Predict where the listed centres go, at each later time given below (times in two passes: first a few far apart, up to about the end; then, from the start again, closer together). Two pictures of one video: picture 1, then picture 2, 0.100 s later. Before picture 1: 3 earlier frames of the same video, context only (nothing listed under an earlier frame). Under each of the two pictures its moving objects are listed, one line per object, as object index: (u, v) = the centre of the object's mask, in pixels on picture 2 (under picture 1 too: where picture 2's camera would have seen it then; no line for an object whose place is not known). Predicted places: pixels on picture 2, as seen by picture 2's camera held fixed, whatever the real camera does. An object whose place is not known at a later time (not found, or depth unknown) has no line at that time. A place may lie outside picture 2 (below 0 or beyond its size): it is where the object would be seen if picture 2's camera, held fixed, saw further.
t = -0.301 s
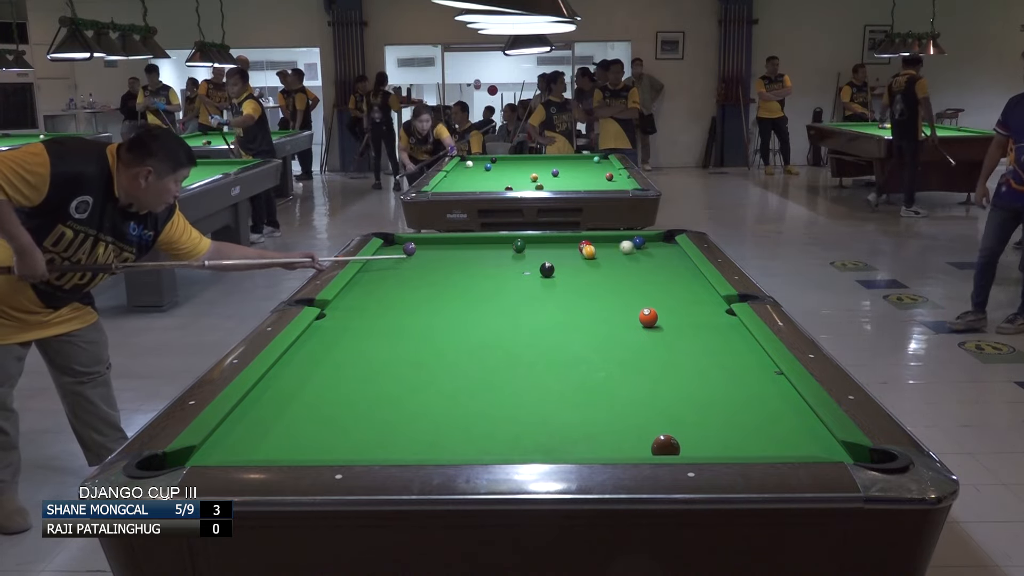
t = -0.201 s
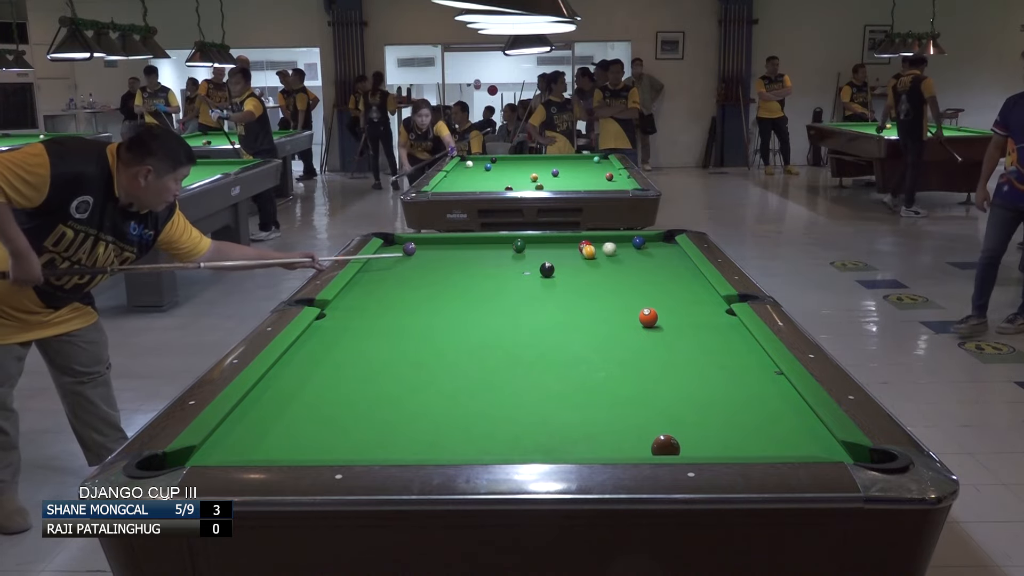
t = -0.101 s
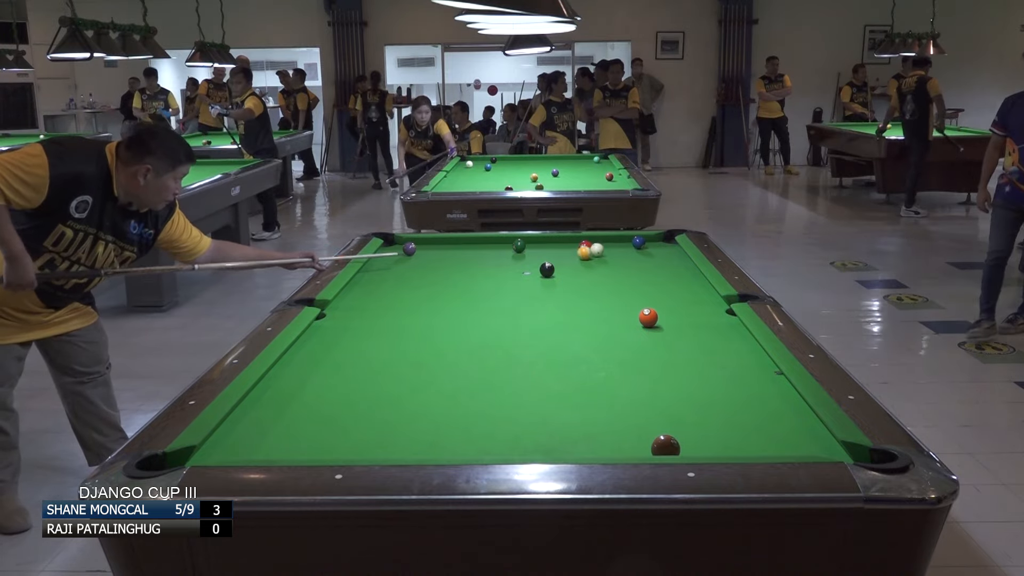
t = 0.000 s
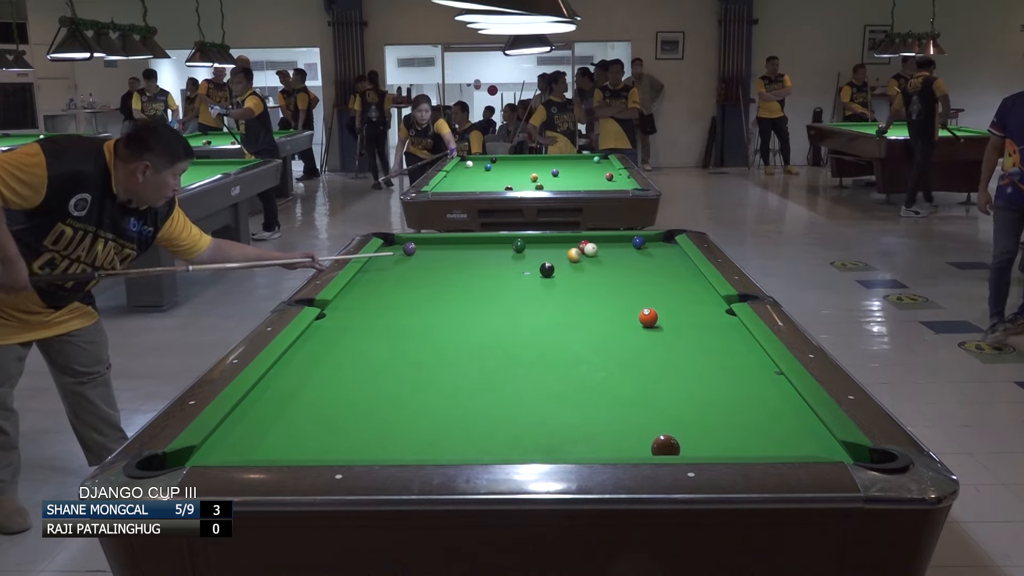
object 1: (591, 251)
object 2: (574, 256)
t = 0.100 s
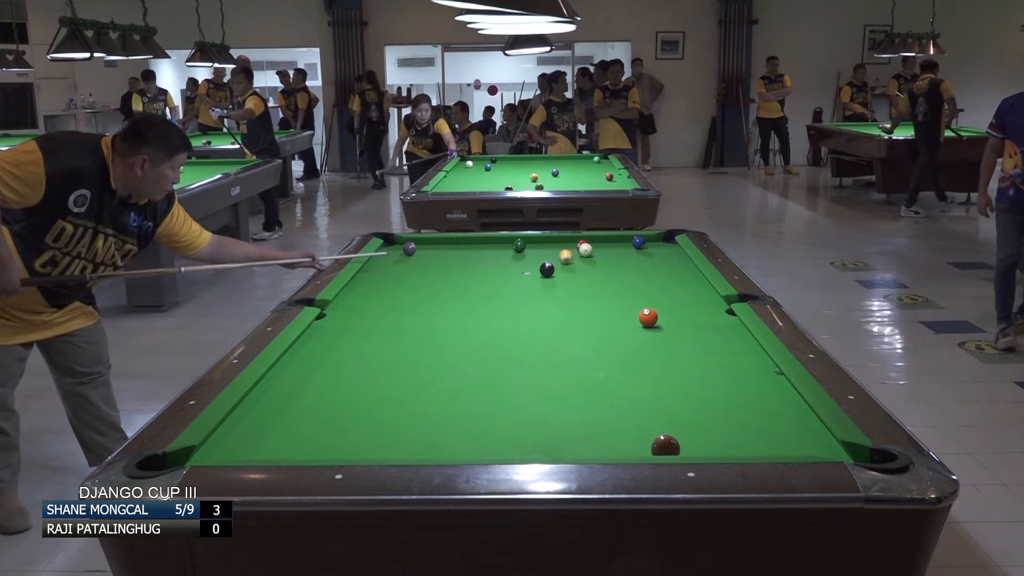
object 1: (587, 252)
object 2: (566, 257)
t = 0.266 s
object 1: (577, 250)
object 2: (553, 259)
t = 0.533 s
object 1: (565, 251)
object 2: (528, 265)
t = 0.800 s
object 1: (554, 252)
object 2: (506, 270)
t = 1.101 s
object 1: (542, 252)
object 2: (480, 275)
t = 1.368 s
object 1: (534, 253)
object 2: (457, 280)
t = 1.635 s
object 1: (526, 253)
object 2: (435, 285)
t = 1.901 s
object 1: (519, 254)
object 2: (413, 289)
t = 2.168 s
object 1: (514, 254)
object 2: (390, 294)
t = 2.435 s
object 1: (510, 254)
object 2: (369, 298)
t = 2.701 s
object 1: (507, 255)
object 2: (348, 302)
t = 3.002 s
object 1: (505, 255)
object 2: (326, 306)
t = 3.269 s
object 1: (505, 255)
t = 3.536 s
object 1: (505, 255)
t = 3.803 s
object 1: (504, 255)
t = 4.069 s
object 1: (504, 255)
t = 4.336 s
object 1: (504, 255)
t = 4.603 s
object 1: (504, 255)
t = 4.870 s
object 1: (504, 255)
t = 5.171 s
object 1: (504, 255)
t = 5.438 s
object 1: (504, 255)
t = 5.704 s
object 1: (504, 255)
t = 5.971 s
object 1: (504, 255)
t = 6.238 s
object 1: (504, 255)
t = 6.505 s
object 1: (504, 255)
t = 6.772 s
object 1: (504, 255)
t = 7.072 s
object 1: (504, 255)
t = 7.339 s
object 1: (504, 255)
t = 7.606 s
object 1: (504, 255)
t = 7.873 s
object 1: (504, 255)
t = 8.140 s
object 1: (504, 255)
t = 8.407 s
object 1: (504, 255)
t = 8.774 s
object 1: (504, 255)
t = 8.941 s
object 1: (504, 255)
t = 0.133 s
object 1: (584, 250)
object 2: (563, 258)
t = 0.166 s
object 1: (582, 250)
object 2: (560, 258)
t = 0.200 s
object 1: (581, 250)
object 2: (557, 259)
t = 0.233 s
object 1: (579, 250)
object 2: (555, 259)
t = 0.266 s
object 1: (577, 250)
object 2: (553, 259)
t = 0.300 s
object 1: (576, 250)
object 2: (549, 258)
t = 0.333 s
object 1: (574, 251)
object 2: (546, 259)
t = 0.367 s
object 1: (573, 251)
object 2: (542, 260)
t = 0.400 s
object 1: (571, 251)
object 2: (539, 261)
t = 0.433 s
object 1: (569, 251)
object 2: (537, 263)
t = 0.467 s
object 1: (568, 251)
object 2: (534, 264)
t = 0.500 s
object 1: (567, 251)
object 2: (532, 265)
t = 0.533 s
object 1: (565, 251)
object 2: (528, 265)
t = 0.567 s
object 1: (564, 251)
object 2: (526, 266)
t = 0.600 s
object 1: (562, 251)
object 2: (523, 266)
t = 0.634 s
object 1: (561, 251)
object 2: (520, 267)
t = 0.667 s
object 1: (559, 251)
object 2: (517, 268)
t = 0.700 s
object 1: (558, 251)
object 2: (514, 268)
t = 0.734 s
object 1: (557, 251)
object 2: (511, 269)
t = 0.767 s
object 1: (555, 251)
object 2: (509, 269)
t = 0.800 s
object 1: (554, 252)
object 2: (506, 270)
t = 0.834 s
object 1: (552, 252)
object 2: (503, 270)
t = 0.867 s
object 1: (551, 252)
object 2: (500, 271)
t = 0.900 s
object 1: (550, 252)
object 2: (497, 272)
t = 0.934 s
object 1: (549, 252)
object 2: (494, 272)
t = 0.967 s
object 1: (548, 252)
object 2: (491, 273)
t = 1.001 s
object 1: (546, 252)
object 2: (489, 274)
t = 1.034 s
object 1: (545, 252)
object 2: (486, 274)
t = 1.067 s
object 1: (544, 252)
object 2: (483, 275)
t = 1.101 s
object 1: (542, 252)
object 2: (480, 275)
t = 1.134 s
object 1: (541, 252)
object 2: (477, 276)
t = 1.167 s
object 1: (540, 252)
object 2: (474, 276)
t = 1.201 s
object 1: (539, 253)
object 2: (471, 277)
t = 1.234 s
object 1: (538, 253)
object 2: (469, 278)
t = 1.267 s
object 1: (537, 253)
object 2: (466, 278)
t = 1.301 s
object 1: (536, 253)
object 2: (463, 279)
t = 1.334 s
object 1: (535, 253)
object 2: (460, 279)
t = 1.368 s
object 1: (534, 253)
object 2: (457, 280)
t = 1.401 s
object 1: (533, 253)
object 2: (455, 281)
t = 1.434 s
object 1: (532, 253)
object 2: (452, 281)
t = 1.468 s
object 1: (531, 253)
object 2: (449, 282)
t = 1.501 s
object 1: (530, 253)
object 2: (446, 282)
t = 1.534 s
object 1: (529, 253)
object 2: (443, 283)
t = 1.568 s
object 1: (528, 253)
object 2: (440, 284)
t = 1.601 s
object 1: (527, 253)
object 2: (438, 284)
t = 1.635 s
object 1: (526, 253)
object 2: (435, 285)
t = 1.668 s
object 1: (525, 253)
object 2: (432, 286)
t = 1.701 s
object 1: (524, 253)
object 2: (429, 286)
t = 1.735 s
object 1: (523, 253)
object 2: (427, 287)
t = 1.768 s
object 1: (523, 253)
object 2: (424, 287)
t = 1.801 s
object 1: (522, 253)
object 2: (421, 288)
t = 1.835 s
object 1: (521, 254)
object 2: (418, 288)
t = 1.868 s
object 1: (520, 254)
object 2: (416, 289)
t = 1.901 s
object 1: (519, 254)
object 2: (413, 289)
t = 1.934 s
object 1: (518, 254)
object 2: (410, 290)
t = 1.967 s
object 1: (518, 254)
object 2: (407, 290)
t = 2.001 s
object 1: (517, 254)
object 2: (404, 291)
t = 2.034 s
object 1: (516, 254)
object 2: (401, 291)
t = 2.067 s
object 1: (516, 254)
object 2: (399, 292)
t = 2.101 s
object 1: (515, 254)
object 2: (396, 292)
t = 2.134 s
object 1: (515, 254)
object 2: (393, 293)
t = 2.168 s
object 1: (514, 254)
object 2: (390, 294)
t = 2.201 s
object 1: (513, 254)
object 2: (388, 294)
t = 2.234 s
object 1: (513, 254)
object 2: (385, 295)
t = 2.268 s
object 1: (512, 254)
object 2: (383, 295)
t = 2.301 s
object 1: (512, 254)
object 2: (380, 296)
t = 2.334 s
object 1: (511, 254)
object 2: (377, 296)
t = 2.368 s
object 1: (511, 254)
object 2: (374, 297)
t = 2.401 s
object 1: (510, 254)
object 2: (372, 297)
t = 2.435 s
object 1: (510, 254)
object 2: (369, 298)
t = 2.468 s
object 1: (509, 254)
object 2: (366, 299)
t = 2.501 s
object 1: (509, 254)
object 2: (364, 299)
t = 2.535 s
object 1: (509, 254)
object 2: (361, 300)
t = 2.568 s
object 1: (508, 254)
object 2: (358, 300)
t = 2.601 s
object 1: (508, 254)
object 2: (356, 301)
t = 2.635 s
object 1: (508, 254)
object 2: (353, 301)
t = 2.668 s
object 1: (507, 255)
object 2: (351, 302)
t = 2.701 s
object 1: (507, 255)
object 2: (348, 302)
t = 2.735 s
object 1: (507, 255)
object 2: (345, 303)
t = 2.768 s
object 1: (506, 255)
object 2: (343, 303)
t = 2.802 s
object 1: (506, 255)
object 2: (340, 304)
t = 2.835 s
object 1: (506, 255)
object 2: (338, 304)
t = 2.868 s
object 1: (506, 255)
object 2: (335, 305)
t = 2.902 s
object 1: (506, 255)
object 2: (333, 305)
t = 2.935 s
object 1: (506, 255)
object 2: (330, 306)
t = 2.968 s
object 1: (505, 255)
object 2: (328, 306)
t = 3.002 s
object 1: (505, 255)
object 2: (326, 306)
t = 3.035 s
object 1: (505, 255)
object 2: (324, 307)
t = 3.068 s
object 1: (505, 255)
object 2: (321, 309)
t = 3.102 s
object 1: (505, 255)
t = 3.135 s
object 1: (505, 255)
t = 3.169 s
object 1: (505, 255)
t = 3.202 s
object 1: (505, 255)
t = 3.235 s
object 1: (505, 255)
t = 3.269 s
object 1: (505, 255)
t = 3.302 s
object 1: (505, 255)
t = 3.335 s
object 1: (505, 255)
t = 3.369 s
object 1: (504, 255)
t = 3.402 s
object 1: (504, 255)
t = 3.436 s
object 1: (504, 255)
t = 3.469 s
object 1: (505, 255)
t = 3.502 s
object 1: (504, 255)
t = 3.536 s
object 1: (505, 255)
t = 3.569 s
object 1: (504, 255)
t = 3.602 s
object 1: (504, 255)
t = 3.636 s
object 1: (504, 255)
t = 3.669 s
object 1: (504, 255)
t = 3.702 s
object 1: (504, 255)
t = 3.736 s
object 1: (504, 255)
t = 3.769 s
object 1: (504, 255)
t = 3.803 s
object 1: (504, 255)
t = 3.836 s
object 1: (505, 255)
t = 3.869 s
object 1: (504, 255)
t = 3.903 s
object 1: (505, 255)
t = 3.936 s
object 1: (504, 255)
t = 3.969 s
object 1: (504, 255)
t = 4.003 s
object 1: (504, 255)
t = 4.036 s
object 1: (505, 255)
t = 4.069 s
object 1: (504, 255)
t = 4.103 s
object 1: (504, 255)
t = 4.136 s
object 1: (504, 255)
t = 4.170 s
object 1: (504, 255)
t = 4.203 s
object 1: (504, 255)
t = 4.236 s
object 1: (504, 255)
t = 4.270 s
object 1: (504, 255)
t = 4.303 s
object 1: (504, 255)
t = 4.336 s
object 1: (504, 255)
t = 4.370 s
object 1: (504, 255)
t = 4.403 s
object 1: (504, 255)
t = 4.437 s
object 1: (504, 255)
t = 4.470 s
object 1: (504, 255)
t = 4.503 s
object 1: (504, 255)
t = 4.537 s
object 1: (504, 255)
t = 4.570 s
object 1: (504, 255)
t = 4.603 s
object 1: (504, 255)
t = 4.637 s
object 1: (504, 255)
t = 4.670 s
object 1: (504, 255)
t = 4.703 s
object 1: (504, 255)
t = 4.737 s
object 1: (504, 255)
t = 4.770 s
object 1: (504, 255)
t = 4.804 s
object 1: (504, 255)
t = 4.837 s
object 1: (504, 255)
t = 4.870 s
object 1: (504, 255)
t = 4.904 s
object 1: (504, 255)
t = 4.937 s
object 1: (504, 255)
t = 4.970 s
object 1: (504, 255)
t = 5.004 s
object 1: (504, 255)
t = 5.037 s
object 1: (504, 255)
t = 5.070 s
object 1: (504, 255)
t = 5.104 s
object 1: (504, 255)
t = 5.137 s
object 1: (504, 255)
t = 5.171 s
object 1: (504, 255)
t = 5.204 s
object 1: (504, 255)
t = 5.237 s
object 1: (504, 255)
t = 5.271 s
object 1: (504, 255)
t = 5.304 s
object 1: (504, 255)
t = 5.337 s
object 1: (504, 255)
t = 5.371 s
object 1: (504, 255)
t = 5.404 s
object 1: (504, 255)
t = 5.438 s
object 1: (504, 255)
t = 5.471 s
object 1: (504, 255)
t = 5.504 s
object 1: (504, 255)
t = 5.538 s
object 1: (504, 255)
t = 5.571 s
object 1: (504, 255)
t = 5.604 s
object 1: (504, 255)
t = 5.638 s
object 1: (504, 255)
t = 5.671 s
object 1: (504, 255)
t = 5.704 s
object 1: (504, 255)
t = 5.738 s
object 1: (504, 255)
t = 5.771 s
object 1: (504, 255)
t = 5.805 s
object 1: (504, 255)
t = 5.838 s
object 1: (504, 255)
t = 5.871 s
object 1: (504, 255)
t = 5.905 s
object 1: (504, 255)
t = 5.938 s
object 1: (504, 255)
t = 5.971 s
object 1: (504, 255)
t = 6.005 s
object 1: (505, 255)
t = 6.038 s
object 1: (504, 255)
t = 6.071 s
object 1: (504, 255)
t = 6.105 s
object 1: (504, 255)
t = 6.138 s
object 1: (504, 255)
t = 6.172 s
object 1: (504, 255)
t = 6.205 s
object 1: (504, 255)
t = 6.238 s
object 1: (504, 255)
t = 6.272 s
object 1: (504, 255)
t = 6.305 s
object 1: (504, 255)
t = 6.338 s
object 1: (504, 255)
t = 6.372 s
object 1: (504, 255)
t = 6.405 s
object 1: (504, 255)
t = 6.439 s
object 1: (504, 255)
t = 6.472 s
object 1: (504, 255)
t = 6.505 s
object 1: (504, 255)
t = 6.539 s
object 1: (504, 255)
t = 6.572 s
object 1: (504, 255)
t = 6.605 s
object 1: (504, 255)
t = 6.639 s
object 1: (504, 255)
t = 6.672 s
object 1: (504, 255)
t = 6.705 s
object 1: (504, 255)
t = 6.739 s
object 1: (504, 255)
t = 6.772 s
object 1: (504, 255)
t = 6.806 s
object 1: (504, 255)
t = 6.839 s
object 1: (504, 255)
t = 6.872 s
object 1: (504, 255)
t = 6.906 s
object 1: (504, 255)
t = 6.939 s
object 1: (504, 255)
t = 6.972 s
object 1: (504, 255)
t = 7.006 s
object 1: (504, 255)
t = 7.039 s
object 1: (504, 255)
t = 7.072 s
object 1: (504, 255)
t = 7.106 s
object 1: (504, 255)
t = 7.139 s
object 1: (504, 255)
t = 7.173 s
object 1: (504, 255)
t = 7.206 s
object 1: (504, 255)
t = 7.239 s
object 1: (504, 255)
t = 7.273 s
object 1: (504, 255)
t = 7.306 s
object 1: (504, 255)
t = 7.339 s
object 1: (504, 255)
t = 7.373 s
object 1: (504, 255)
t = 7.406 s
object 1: (504, 255)
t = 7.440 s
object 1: (504, 255)
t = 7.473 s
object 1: (504, 255)
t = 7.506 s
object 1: (504, 255)
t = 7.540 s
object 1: (504, 255)
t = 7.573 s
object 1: (504, 255)
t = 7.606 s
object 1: (504, 255)
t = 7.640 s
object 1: (504, 255)
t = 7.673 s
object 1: (504, 255)
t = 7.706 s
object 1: (504, 255)
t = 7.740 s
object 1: (504, 255)
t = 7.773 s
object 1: (504, 255)
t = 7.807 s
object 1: (504, 255)
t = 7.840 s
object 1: (504, 255)
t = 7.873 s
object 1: (504, 255)
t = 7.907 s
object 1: (504, 255)
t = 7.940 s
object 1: (504, 255)
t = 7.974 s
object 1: (504, 255)
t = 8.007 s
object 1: (504, 255)
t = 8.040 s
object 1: (504, 255)
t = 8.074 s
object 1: (504, 255)
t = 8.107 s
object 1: (504, 255)
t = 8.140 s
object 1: (504, 255)
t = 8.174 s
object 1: (504, 255)
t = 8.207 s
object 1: (504, 255)
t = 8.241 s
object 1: (504, 255)
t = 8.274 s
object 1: (504, 255)
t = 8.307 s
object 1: (504, 255)
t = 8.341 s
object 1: (504, 255)
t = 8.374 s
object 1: (504, 255)
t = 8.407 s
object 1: (504, 255)
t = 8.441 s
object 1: (504, 255)
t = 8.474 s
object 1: (503, 255)
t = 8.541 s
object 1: (505, 254)
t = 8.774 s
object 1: (504, 255)
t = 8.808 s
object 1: (504, 255)
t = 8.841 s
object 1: (504, 255)
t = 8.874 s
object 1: (504, 255)
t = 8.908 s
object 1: (504, 255)
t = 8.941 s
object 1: (504, 255)
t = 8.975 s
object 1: (504, 255)
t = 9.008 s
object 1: (504, 255)
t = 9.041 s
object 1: (504, 255)
